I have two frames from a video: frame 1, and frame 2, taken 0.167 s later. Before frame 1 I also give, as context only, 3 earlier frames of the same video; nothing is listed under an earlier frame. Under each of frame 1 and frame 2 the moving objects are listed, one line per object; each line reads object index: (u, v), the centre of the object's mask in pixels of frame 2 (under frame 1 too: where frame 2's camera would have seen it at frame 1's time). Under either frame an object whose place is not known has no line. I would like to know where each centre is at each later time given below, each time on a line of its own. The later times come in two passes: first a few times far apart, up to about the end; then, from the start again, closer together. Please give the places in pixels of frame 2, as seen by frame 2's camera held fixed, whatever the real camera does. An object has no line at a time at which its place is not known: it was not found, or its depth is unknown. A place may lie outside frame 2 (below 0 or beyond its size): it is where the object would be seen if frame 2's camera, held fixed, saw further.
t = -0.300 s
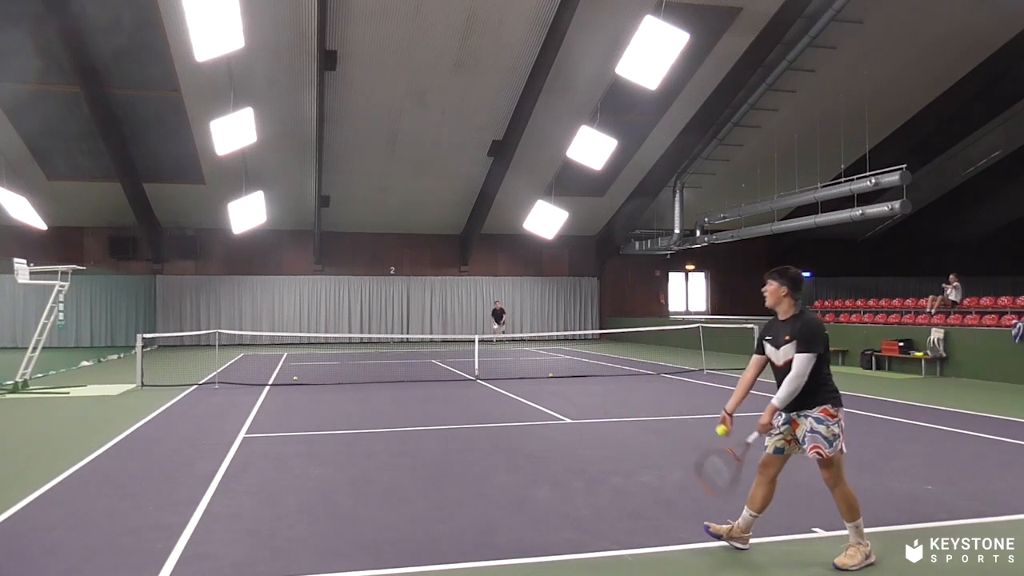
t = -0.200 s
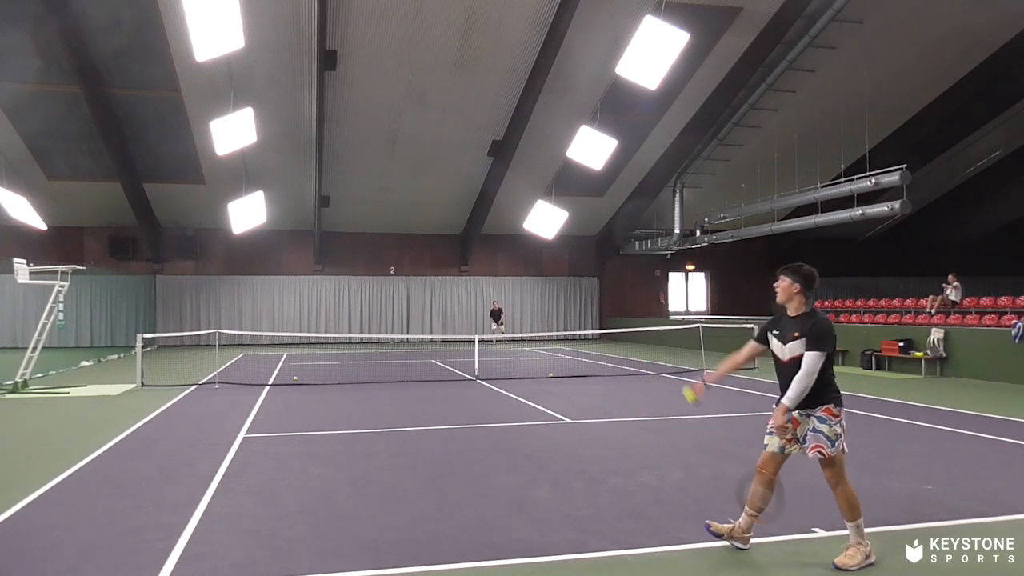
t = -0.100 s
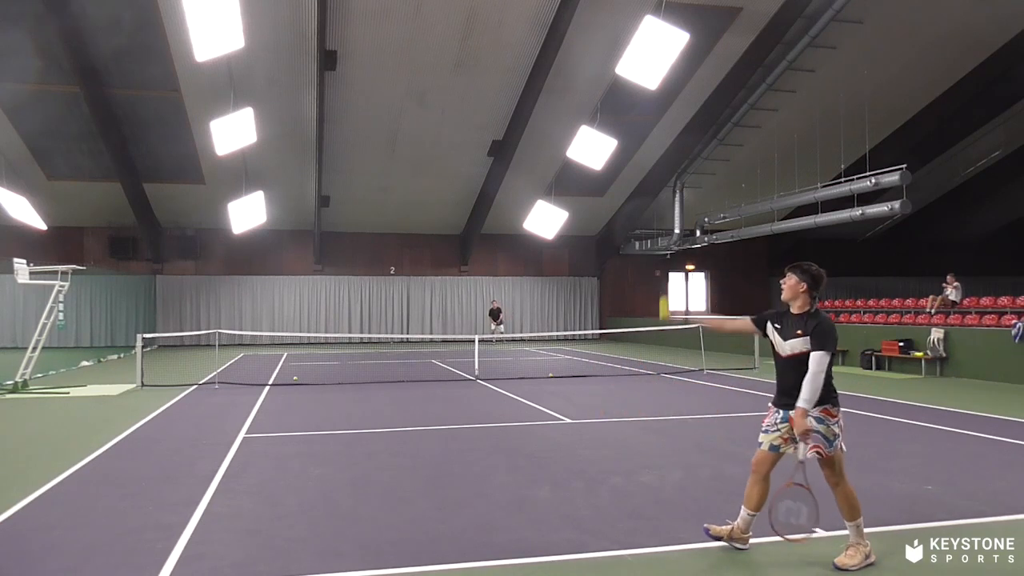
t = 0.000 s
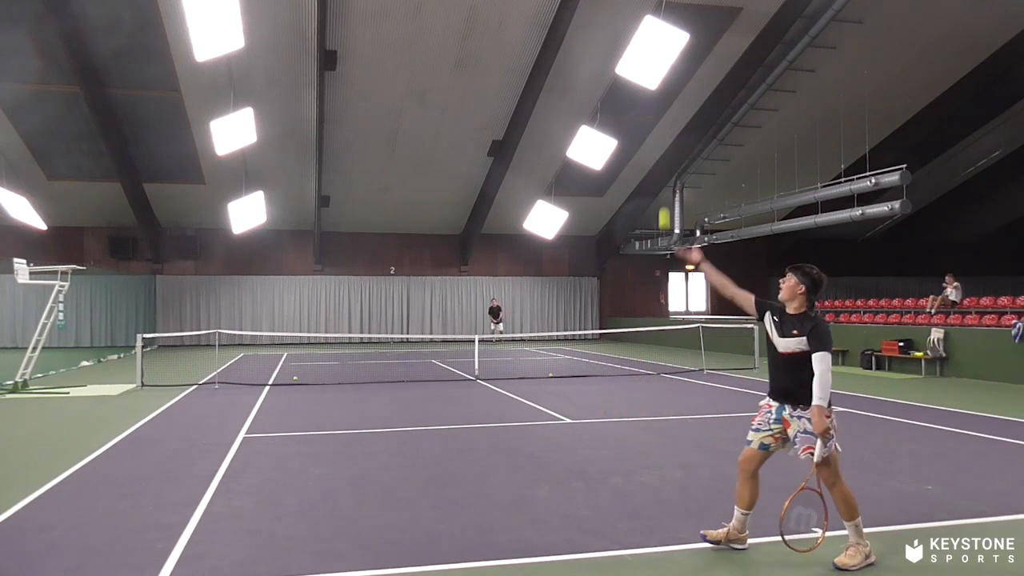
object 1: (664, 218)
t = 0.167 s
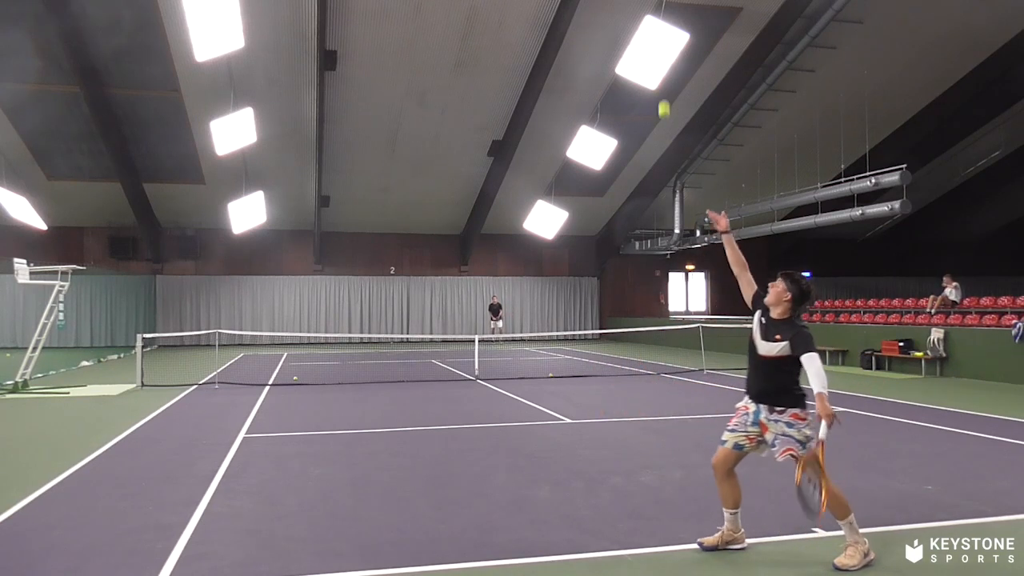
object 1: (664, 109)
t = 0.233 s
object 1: (665, 82)
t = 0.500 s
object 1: (663, 11)
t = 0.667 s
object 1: (665, 22)
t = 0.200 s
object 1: (664, 89)
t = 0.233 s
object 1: (665, 82)
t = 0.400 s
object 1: (664, 19)
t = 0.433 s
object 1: (664, 17)
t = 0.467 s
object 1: (663, 14)
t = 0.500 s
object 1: (663, 11)
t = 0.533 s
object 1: (663, 11)
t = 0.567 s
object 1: (664, 12)
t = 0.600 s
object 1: (664, 15)
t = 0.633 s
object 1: (664, 16)
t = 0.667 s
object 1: (665, 22)
